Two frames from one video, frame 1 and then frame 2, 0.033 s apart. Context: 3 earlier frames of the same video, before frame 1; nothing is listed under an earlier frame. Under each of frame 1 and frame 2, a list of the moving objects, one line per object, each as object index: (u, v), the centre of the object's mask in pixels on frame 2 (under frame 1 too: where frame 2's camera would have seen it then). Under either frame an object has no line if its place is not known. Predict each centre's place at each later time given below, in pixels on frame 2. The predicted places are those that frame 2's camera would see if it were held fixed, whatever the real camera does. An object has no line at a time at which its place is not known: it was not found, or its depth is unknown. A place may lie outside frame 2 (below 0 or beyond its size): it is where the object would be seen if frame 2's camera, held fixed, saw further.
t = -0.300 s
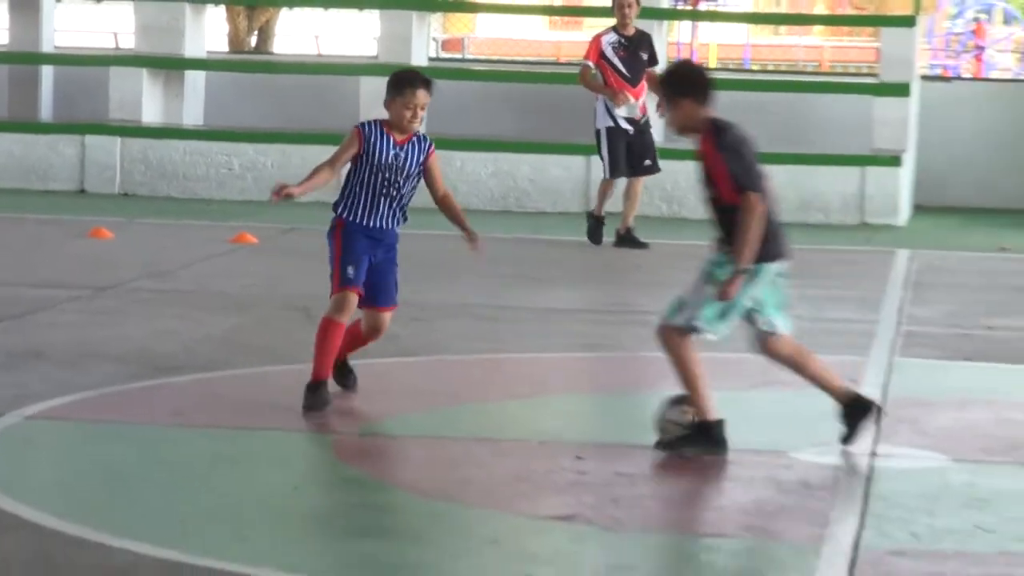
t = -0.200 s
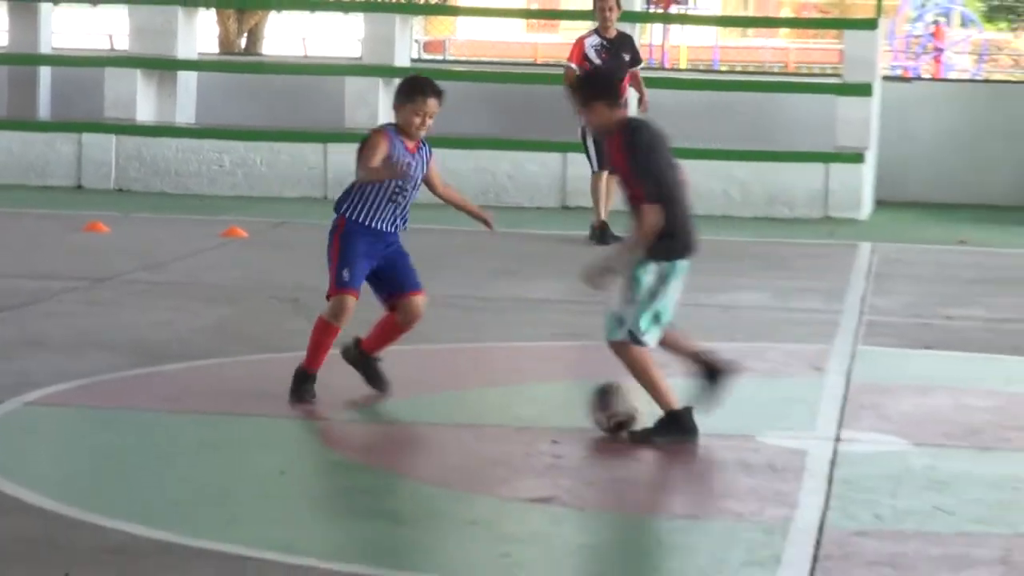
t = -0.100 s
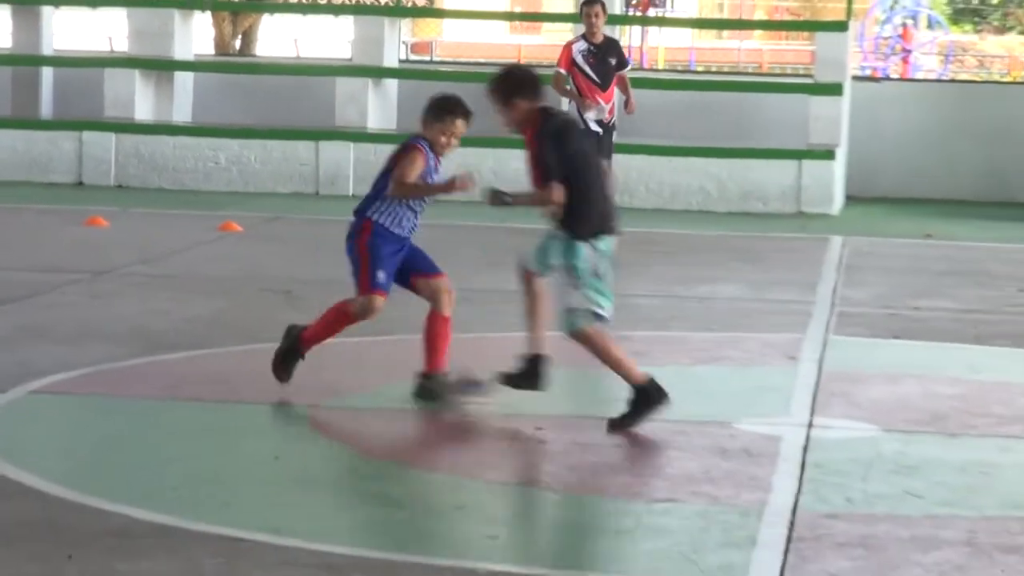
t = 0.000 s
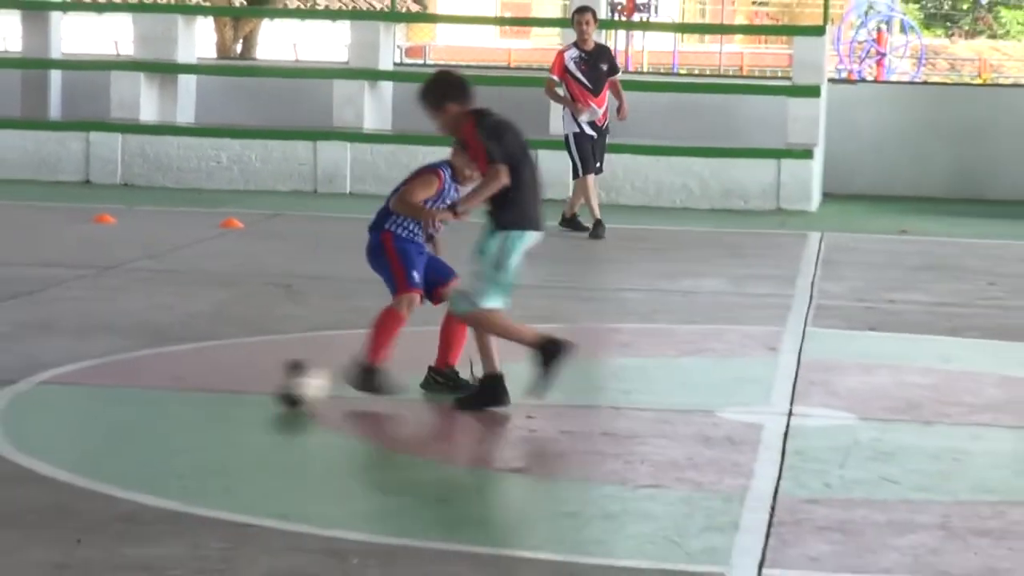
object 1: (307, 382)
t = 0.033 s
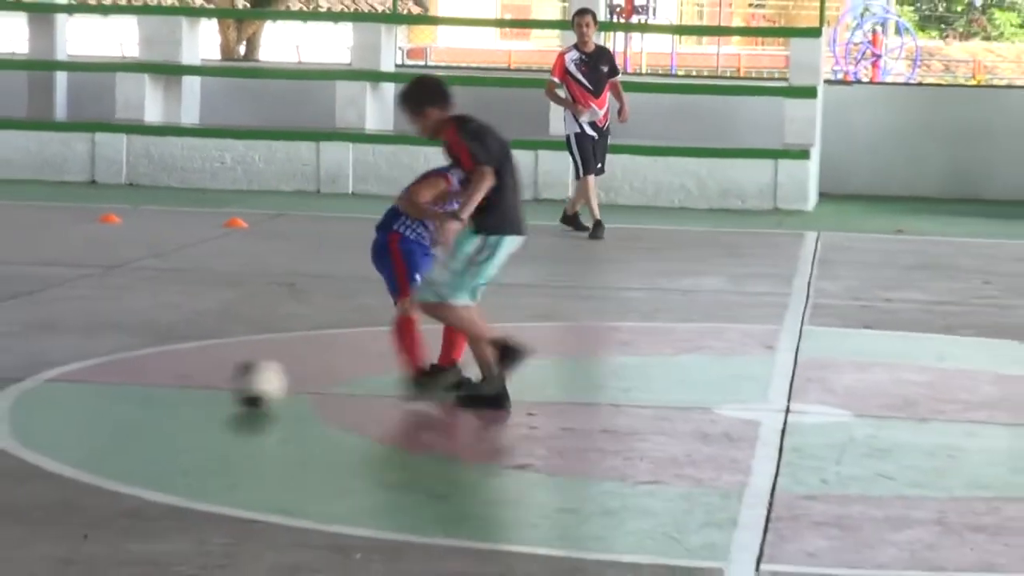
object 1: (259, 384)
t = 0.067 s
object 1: (214, 386)
